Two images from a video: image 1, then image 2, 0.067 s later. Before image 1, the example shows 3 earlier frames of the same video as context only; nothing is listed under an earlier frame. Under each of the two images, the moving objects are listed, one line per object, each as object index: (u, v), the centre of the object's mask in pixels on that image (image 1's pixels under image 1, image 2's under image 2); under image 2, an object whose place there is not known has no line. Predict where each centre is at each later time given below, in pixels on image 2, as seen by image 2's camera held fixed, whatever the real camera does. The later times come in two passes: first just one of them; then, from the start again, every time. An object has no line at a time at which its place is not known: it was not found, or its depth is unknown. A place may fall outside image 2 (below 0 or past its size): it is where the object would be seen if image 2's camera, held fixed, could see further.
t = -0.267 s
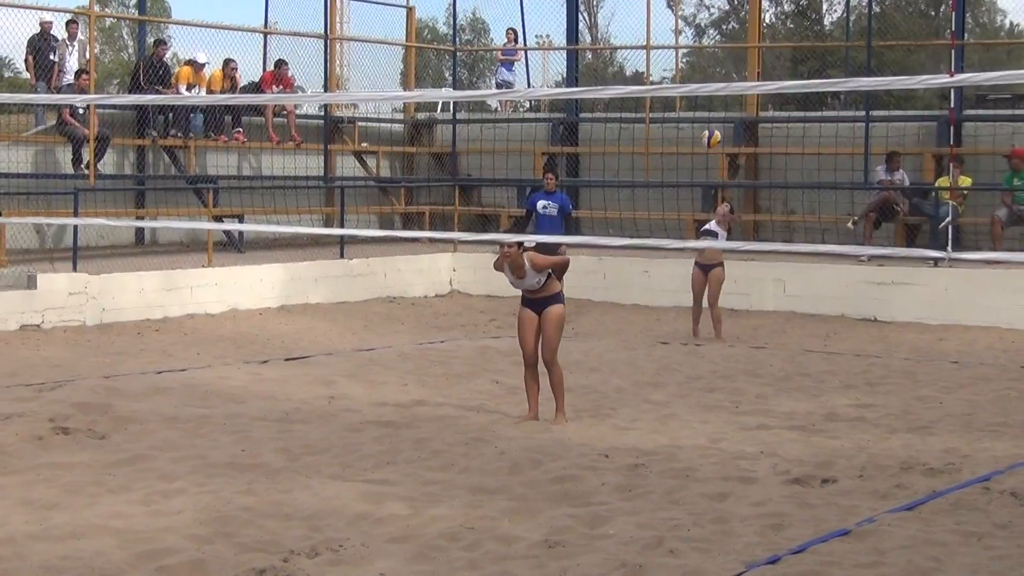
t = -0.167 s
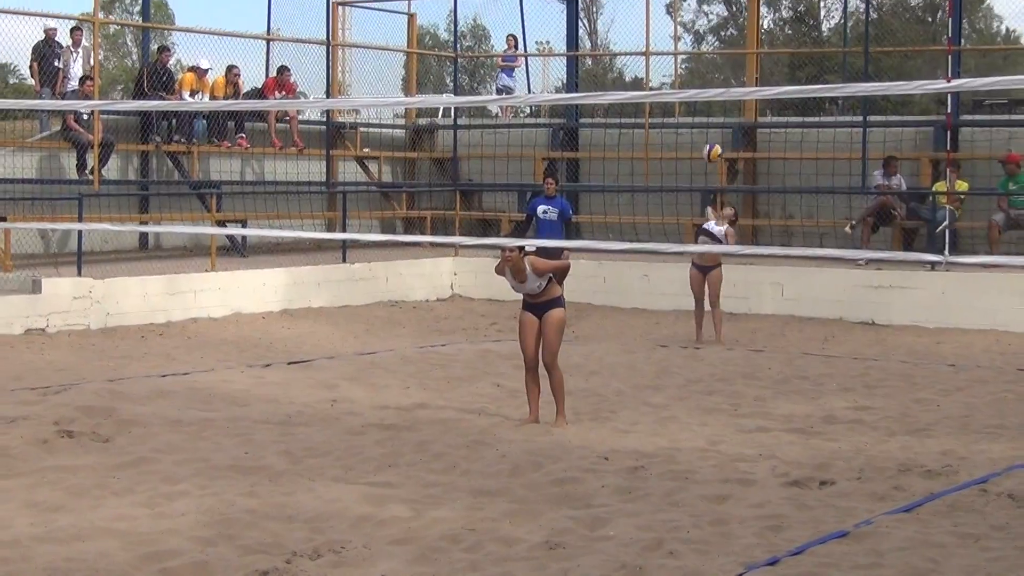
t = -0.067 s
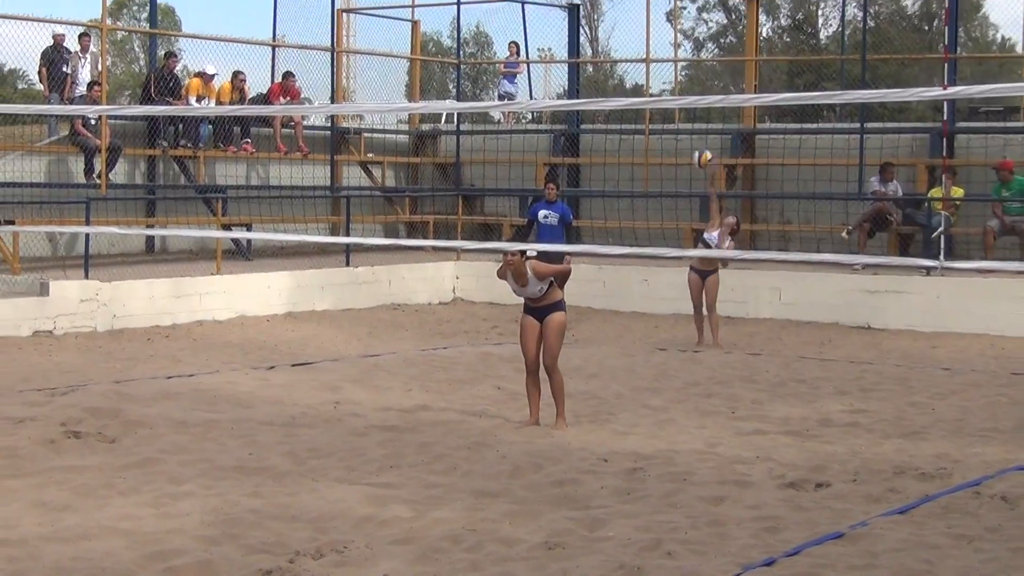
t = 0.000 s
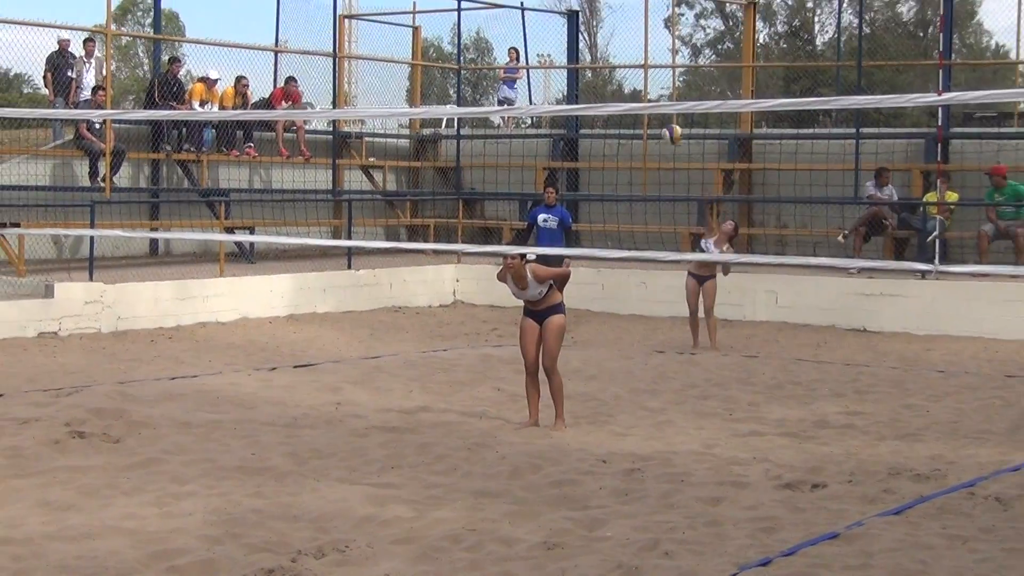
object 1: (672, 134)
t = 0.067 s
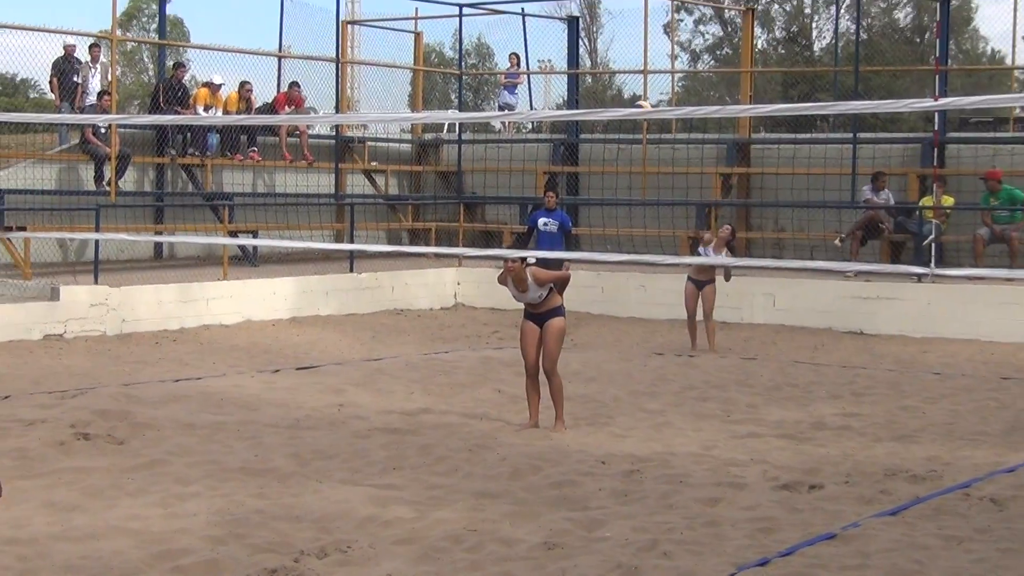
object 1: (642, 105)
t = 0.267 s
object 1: (537, 56)
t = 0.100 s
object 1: (625, 98)
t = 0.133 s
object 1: (610, 87)
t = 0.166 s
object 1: (592, 77)
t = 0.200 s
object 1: (575, 69)
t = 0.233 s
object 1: (556, 61)
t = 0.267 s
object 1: (537, 56)
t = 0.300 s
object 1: (518, 51)
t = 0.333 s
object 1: (499, 49)
